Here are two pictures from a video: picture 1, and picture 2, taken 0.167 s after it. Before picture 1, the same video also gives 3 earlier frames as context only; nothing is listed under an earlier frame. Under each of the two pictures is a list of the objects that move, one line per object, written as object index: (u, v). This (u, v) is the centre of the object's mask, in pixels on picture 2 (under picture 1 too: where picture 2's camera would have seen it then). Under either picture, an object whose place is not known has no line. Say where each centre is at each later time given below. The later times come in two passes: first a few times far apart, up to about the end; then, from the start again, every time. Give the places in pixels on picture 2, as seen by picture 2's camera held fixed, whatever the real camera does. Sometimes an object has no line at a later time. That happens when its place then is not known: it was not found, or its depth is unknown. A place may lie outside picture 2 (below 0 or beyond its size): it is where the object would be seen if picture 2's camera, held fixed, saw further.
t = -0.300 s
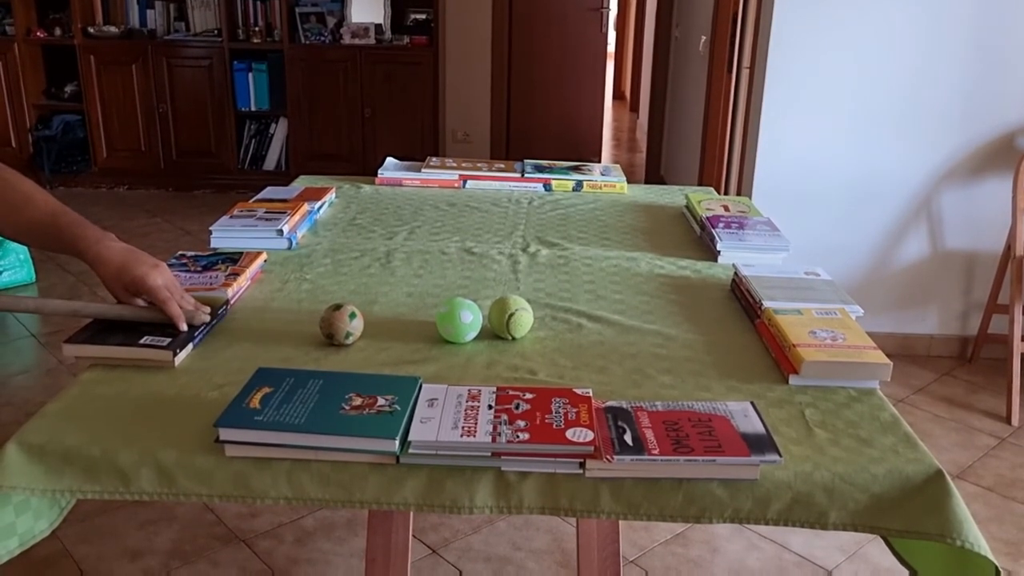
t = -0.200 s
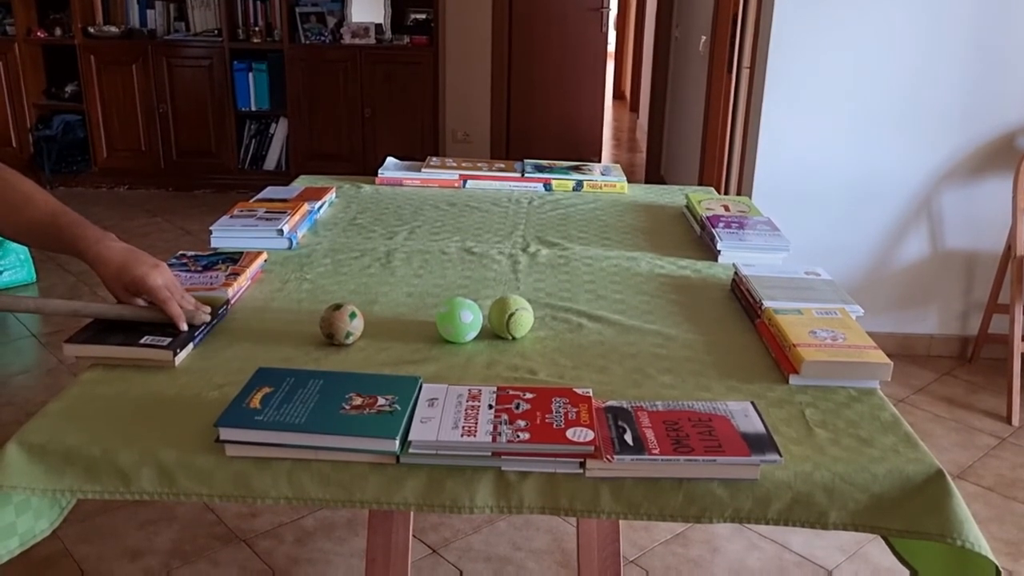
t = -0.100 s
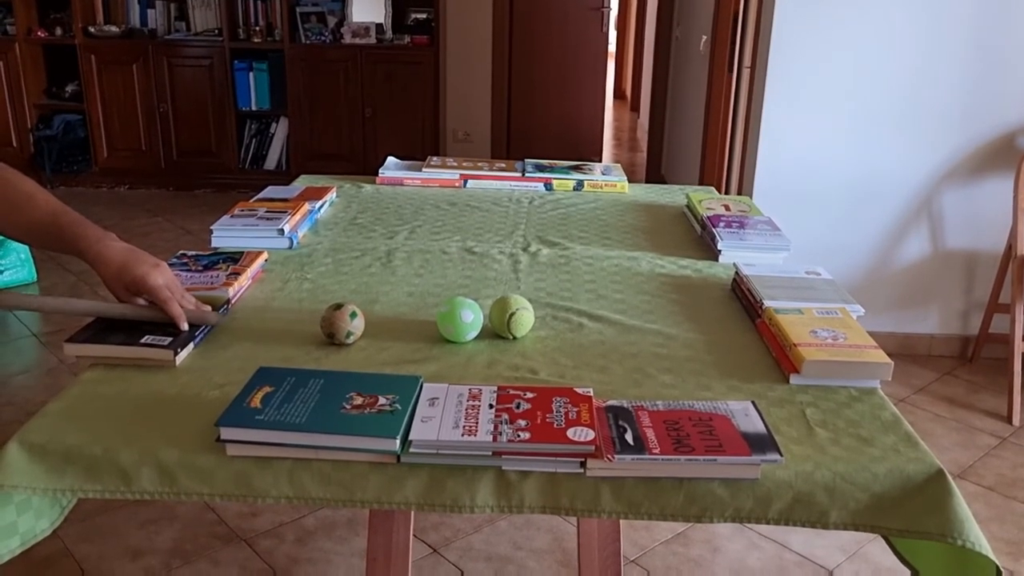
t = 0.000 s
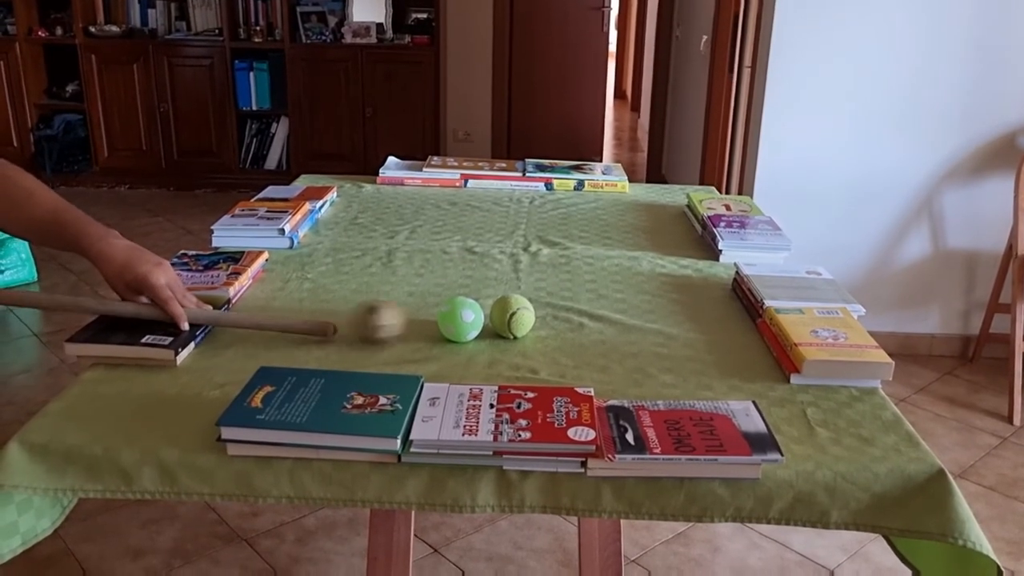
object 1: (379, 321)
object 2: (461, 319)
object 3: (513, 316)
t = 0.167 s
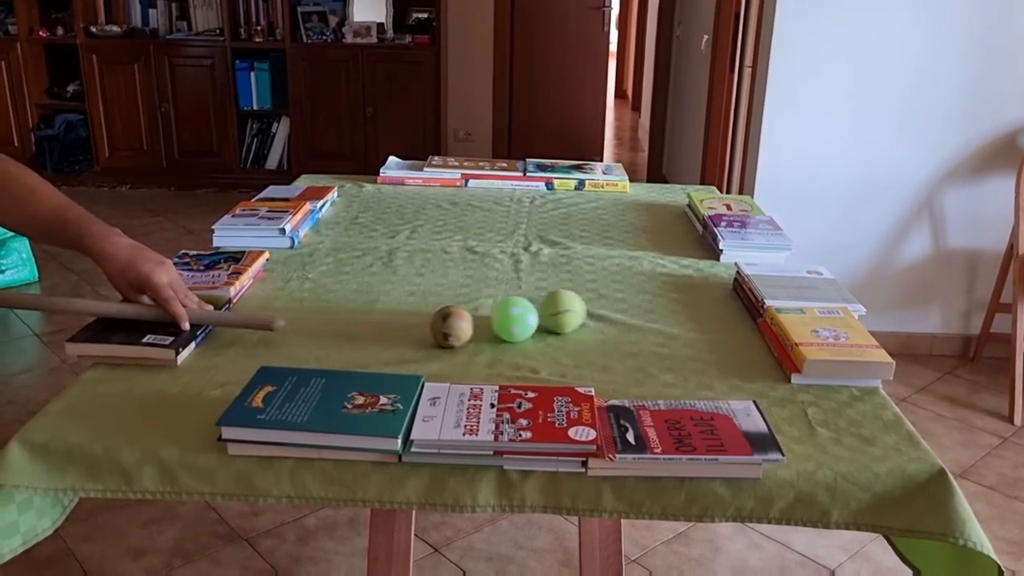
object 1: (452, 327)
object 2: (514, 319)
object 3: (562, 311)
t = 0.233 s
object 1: (464, 328)
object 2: (529, 319)
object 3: (587, 309)
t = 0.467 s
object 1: (504, 335)
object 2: (572, 319)
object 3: (664, 303)
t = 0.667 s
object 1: (537, 340)
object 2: (602, 321)
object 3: (721, 297)
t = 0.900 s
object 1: (572, 344)
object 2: (641, 327)
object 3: (733, 293)
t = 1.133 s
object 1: (604, 349)
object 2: (675, 332)
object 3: (719, 289)
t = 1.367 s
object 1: (634, 353)
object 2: (697, 336)
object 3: (711, 286)
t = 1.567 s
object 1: (656, 356)
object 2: (712, 341)
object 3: (706, 283)
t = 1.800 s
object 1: (679, 358)
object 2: (725, 346)
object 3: (705, 279)
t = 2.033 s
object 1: (693, 360)
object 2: (735, 349)
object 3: (710, 279)
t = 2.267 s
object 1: (698, 361)
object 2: (746, 354)
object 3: (708, 279)
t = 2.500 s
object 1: (697, 360)
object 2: (761, 360)
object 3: (709, 280)
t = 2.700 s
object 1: (697, 361)
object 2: (774, 366)
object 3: (709, 280)
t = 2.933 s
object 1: (698, 360)
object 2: (778, 372)
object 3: (709, 280)
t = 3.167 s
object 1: (698, 361)
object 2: (768, 369)
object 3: (709, 280)
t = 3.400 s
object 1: (698, 360)
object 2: (767, 366)
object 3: (709, 279)
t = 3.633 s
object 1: (697, 360)
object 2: (766, 366)
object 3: (709, 279)
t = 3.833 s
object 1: (697, 360)
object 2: (768, 366)
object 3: (709, 280)
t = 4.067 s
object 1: (697, 361)
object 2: (770, 368)
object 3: (709, 280)
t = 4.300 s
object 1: (698, 360)
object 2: (772, 370)
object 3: (709, 279)
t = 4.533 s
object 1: (698, 360)
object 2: (772, 369)
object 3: (709, 280)
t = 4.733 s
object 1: (698, 361)
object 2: (772, 369)
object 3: (709, 280)
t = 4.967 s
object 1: (698, 360)
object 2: (772, 369)
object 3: (709, 279)
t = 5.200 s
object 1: (698, 360)
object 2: (772, 369)
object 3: (709, 279)
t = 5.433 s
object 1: (698, 360)
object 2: (772, 369)
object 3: (709, 279)
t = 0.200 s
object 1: (458, 328)
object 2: (522, 319)
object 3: (574, 311)
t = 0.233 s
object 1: (464, 328)
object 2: (529, 319)
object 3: (587, 309)
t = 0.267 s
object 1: (470, 329)
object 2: (536, 319)
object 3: (599, 308)
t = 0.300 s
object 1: (476, 330)
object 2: (542, 319)
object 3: (610, 307)
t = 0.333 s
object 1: (482, 331)
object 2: (548, 319)
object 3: (622, 306)
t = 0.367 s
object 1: (488, 332)
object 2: (555, 319)
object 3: (632, 306)
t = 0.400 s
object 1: (493, 333)
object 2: (561, 319)
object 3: (643, 305)
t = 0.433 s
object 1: (499, 334)
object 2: (567, 319)
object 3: (654, 304)
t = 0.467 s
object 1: (504, 335)
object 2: (572, 319)
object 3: (664, 303)
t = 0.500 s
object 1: (510, 336)
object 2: (578, 319)
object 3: (675, 303)
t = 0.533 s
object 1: (516, 337)
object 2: (582, 318)
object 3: (685, 302)
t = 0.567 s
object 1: (521, 338)
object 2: (587, 319)
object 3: (695, 301)
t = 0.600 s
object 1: (527, 339)
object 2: (592, 319)
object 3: (704, 301)
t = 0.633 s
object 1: (532, 339)
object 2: (597, 320)
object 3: (713, 299)
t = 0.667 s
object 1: (537, 340)
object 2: (602, 321)
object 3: (721, 297)
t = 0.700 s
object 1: (542, 341)
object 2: (607, 322)
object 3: (730, 297)
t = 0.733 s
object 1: (547, 341)
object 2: (613, 322)
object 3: (742, 292)
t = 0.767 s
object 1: (553, 342)
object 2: (619, 323)
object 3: (741, 289)
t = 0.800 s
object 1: (558, 342)
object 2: (624, 324)
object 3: (734, 295)
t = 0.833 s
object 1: (563, 343)
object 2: (630, 325)
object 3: (735, 293)
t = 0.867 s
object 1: (568, 343)
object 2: (635, 326)
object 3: (735, 294)
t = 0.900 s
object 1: (572, 344)
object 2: (641, 327)
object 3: (733, 293)
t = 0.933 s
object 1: (577, 345)
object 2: (647, 327)
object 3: (730, 293)
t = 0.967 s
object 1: (582, 345)
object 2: (652, 328)
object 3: (727, 292)
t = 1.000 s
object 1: (586, 346)
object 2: (657, 329)
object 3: (725, 292)
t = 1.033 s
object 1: (591, 347)
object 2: (662, 330)
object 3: (724, 291)
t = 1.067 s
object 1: (596, 347)
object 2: (666, 331)
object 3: (722, 290)
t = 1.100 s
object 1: (600, 348)
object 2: (671, 331)
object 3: (721, 290)
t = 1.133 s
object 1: (604, 349)
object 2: (675, 332)
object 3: (719, 289)
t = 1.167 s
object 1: (608, 350)
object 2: (679, 333)
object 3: (717, 289)
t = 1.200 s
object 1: (613, 350)
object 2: (682, 333)
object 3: (717, 288)
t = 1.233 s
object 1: (617, 351)
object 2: (686, 334)
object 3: (715, 288)
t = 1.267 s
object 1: (621, 352)
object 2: (689, 334)
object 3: (714, 288)
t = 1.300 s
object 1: (626, 352)
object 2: (691, 335)
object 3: (713, 287)
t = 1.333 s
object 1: (630, 353)
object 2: (694, 336)
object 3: (712, 287)
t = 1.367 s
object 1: (634, 353)
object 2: (697, 336)
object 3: (711, 286)
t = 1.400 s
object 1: (638, 354)
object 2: (699, 337)
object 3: (710, 286)
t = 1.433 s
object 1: (642, 354)
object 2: (702, 338)
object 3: (709, 285)
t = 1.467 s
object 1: (645, 355)
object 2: (704, 339)
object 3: (708, 284)
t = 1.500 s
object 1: (649, 355)
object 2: (707, 340)
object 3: (708, 284)
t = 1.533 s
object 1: (653, 355)
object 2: (709, 341)
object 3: (707, 284)
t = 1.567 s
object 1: (656, 356)
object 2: (712, 341)
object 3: (706, 283)
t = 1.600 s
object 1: (660, 356)
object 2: (714, 342)
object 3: (705, 282)
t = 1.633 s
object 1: (663, 356)
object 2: (716, 343)
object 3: (705, 281)
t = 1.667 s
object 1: (667, 356)
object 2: (718, 343)
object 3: (705, 280)
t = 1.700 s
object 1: (670, 357)
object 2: (719, 344)
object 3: (705, 280)
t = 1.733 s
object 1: (673, 357)
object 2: (721, 344)
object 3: (705, 280)
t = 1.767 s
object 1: (676, 358)
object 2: (723, 345)
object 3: (705, 279)
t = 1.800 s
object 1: (679, 358)
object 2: (725, 346)
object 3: (705, 279)
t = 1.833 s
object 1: (682, 358)
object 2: (726, 346)
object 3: (706, 279)
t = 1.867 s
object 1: (686, 359)
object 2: (728, 347)
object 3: (706, 279)
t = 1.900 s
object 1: (689, 359)
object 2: (729, 347)
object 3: (707, 279)
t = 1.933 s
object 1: (691, 359)
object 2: (731, 348)
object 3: (708, 279)
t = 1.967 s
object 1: (691, 359)
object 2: (732, 348)
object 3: (709, 279)
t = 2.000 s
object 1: (692, 360)
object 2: (733, 349)
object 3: (709, 279)
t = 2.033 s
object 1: (693, 360)
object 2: (735, 349)
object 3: (710, 279)
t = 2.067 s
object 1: (694, 360)
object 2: (736, 350)
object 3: (710, 278)
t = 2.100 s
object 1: (695, 360)
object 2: (738, 350)
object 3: (710, 279)
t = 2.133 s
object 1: (696, 361)
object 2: (739, 351)
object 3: (710, 279)
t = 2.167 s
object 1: (696, 361)
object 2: (740, 351)
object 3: (710, 279)
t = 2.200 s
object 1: (697, 361)
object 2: (742, 352)
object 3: (709, 279)
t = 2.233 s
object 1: (698, 362)
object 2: (744, 353)
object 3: (709, 279)
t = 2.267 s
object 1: (698, 361)
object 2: (746, 354)
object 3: (708, 279)
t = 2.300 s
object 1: (698, 361)
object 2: (748, 355)
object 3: (708, 279)
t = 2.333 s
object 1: (698, 361)
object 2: (751, 356)
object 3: (708, 279)
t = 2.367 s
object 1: (698, 361)
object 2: (753, 357)
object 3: (708, 279)
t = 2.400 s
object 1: (698, 361)
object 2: (755, 357)
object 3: (709, 279)
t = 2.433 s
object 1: (697, 361)
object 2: (757, 358)
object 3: (709, 279)
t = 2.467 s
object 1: (697, 360)
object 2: (759, 359)
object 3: (709, 280)
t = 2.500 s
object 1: (697, 360)
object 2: (761, 360)
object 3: (709, 280)
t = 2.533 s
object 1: (697, 360)
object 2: (763, 361)
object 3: (709, 280)
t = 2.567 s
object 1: (697, 360)
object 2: (765, 362)
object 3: (709, 280)
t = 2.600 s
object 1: (697, 360)
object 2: (768, 363)
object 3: (709, 280)
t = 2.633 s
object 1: (697, 360)
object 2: (770, 364)
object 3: (709, 280)
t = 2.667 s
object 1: (697, 360)
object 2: (772, 365)
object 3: (709, 280)
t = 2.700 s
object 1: (697, 361)
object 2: (774, 366)
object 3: (709, 280)
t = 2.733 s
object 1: (697, 360)
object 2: (775, 367)
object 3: (709, 279)
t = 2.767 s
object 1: (697, 360)
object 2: (777, 368)
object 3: (709, 279)
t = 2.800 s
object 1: (697, 360)
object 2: (778, 369)
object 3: (709, 280)
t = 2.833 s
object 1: (697, 360)
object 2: (778, 370)
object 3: (709, 280)
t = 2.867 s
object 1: (698, 360)
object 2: (779, 371)
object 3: (709, 280)
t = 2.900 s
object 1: (698, 360)
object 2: (779, 371)
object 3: (709, 280)
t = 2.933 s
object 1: (698, 360)
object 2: (778, 372)
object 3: (709, 280)
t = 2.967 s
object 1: (698, 361)
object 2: (777, 372)
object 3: (709, 280)
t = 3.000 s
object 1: (698, 361)
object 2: (776, 372)
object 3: (709, 280)
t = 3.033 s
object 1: (698, 361)
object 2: (774, 372)
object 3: (709, 280)
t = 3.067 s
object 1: (698, 361)
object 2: (773, 371)
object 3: (709, 280)
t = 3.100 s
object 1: (697, 360)
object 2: (771, 370)
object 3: (709, 280)
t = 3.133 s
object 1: (698, 361)
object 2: (769, 369)
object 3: (709, 280)
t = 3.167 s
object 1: (698, 361)
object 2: (768, 369)
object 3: (709, 280)
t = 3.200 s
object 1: (698, 361)
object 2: (767, 368)
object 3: (709, 280)
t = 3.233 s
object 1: (697, 361)
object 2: (767, 367)
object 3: (709, 280)
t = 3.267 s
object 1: (698, 360)
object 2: (767, 367)
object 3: (709, 280)
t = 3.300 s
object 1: (698, 360)
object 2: (767, 366)
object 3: (709, 280)
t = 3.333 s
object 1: (697, 360)
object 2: (767, 366)
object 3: (709, 280)
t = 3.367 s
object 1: (697, 360)
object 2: (767, 366)
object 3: (709, 280)
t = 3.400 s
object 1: (698, 360)
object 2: (767, 366)
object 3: (709, 279)
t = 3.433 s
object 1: (698, 360)
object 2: (767, 366)
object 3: (709, 279)
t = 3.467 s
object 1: (698, 360)
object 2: (767, 366)
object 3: (709, 279)
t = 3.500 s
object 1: (697, 360)
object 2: (767, 366)
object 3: (709, 279)
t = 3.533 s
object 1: (697, 360)
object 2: (767, 366)
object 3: (709, 279)
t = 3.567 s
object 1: (697, 360)
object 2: (766, 366)
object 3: (709, 279)
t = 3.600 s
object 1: (697, 360)
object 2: (766, 366)
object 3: (709, 279)
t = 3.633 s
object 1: (697, 360)
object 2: (766, 366)
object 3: (709, 279)
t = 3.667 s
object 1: (697, 360)
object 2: (766, 366)
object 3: (709, 279)
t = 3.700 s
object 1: (697, 360)
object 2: (767, 366)
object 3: (709, 279)
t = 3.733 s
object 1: (697, 360)
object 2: (767, 366)
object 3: (709, 279)
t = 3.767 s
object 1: (697, 360)
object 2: (767, 366)
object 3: (709, 280)
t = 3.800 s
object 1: (698, 360)
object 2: (767, 366)
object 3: (709, 280)
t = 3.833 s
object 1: (697, 360)
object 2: (768, 366)
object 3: (709, 280)
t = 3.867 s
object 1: (697, 360)
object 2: (768, 366)
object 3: (709, 280)
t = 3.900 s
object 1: (697, 360)
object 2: (768, 366)
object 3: (709, 280)
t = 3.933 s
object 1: (697, 360)
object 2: (768, 367)
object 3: (709, 279)
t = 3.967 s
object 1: (697, 360)
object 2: (768, 367)
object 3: (709, 280)
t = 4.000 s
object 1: (697, 360)
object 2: (769, 367)
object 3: (709, 280)
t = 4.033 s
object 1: (697, 360)
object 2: (770, 367)
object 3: (709, 280)
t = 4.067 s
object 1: (697, 361)
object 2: (770, 368)
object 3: (709, 280)
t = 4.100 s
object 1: (698, 361)
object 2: (771, 368)
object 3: (709, 280)
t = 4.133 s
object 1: (698, 360)
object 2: (771, 369)
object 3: (709, 280)
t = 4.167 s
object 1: (698, 360)
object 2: (771, 369)
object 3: (709, 280)
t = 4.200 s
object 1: (698, 360)
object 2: (772, 370)
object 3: (709, 280)
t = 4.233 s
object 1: (698, 360)
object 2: (772, 370)
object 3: (709, 279)
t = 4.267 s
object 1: (698, 360)
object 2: (772, 370)
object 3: (709, 279)
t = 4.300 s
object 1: (698, 360)
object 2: (772, 370)
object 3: (709, 279)
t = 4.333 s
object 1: (698, 360)
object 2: (772, 369)
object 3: (709, 279)
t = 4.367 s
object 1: (698, 360)
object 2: (772, 369)
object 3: (709, 280)
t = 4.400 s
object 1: (698, 360)
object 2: (771, 369)
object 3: (709, 279)
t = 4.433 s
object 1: (698, 360)
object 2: (771, 369)
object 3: (709, 279)
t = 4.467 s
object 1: (698, 360)
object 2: (771, 369)
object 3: (709, 279)
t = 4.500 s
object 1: (698, 360)
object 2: (771, 369)
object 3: (709, 280)
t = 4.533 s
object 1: (698, 360)
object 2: (772, 369)
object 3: (709, 280)
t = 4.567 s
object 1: (698, 360)
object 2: (772, 369)
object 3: (709, 280)
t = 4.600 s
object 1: (698, 360)
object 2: (772, 369)
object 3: (709, 279)
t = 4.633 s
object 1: (698, 361)
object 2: (772, 369)
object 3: (709, 279)
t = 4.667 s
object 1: (698, 360)
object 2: (771, 369)
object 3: (709, 280)
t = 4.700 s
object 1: (698, 361)
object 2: (771, 369)
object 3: (709, 280)
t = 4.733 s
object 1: (698, 361)
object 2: (772, 369)
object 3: (709, 280)
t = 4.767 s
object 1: (698, 361)
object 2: (771, 369)
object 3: (709, 279)
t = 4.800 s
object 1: (698, 361)
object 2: (772, 369)
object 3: (709, 279)
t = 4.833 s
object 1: (698, 361)
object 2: (772, 369)
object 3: (709, 279)
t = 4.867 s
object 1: (698, 361)
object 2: (771, 369)
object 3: (709, 279)
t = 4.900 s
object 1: (698, 360)
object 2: (771, 369)
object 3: (709, 279)
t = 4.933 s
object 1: (698, 361)
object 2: (771, 369)
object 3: (709, 279)
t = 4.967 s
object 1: (698, 360)
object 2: (772, 369)
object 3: (709, 279)
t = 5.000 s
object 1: (698, 361)
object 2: (772, 369)
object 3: (709, 279)
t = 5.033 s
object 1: (698, 361)
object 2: (772, 369)
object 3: (709, 279)
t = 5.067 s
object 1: (698, 360)
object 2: (772, 369)
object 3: (709, 279)
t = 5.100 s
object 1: (698, 360)
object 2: (771, 369)
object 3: (709, 279)
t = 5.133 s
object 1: (698, 360)
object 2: (772, 369)
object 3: (709, 279)
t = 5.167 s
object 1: (698, 360)
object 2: (772, 369)
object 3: (709, 279)
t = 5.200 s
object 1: (698, 360)
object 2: (772, 369)
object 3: (709, 279)
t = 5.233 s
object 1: (698, 360)
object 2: (772, 369)
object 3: (709, 279)
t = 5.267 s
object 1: (698, 360)
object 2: (772, 369)
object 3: (709, 279)
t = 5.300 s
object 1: (698, 360)
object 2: (772, 369)
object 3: (709, 279)
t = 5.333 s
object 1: (698, 360)
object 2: (772, 369)
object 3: (709, 279)
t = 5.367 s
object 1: (698, 360)
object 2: (772, 369)
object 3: (709, 279)
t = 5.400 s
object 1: (698, 360)
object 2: (772, 369)
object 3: (709, 279)
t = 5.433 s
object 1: (698, 360)
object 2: (772, 369)
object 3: (709, 279)
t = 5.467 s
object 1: (698, 360)
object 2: (772, 369)
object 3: (709, 279)
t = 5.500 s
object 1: (698, 360)
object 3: (709, 279)
